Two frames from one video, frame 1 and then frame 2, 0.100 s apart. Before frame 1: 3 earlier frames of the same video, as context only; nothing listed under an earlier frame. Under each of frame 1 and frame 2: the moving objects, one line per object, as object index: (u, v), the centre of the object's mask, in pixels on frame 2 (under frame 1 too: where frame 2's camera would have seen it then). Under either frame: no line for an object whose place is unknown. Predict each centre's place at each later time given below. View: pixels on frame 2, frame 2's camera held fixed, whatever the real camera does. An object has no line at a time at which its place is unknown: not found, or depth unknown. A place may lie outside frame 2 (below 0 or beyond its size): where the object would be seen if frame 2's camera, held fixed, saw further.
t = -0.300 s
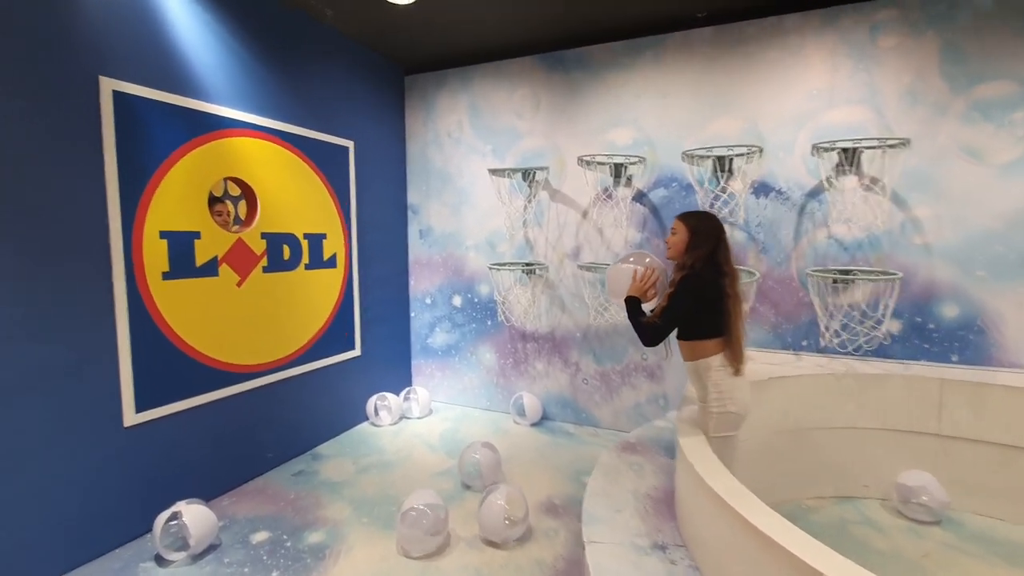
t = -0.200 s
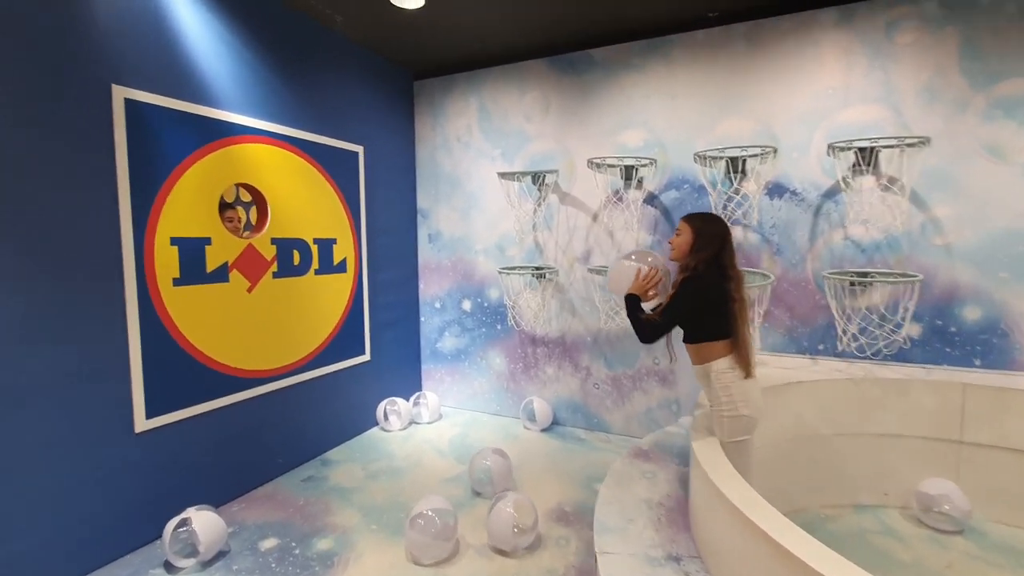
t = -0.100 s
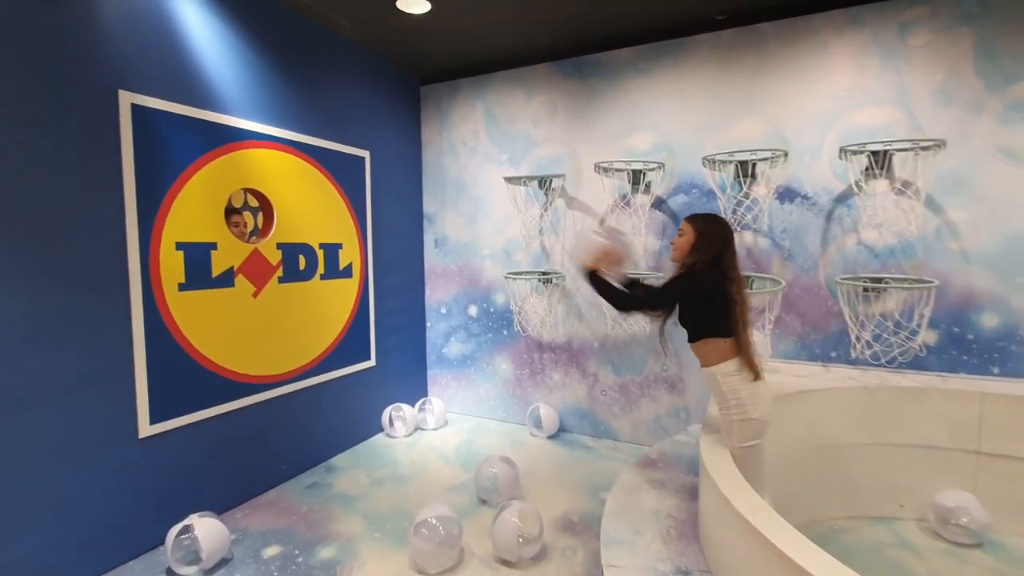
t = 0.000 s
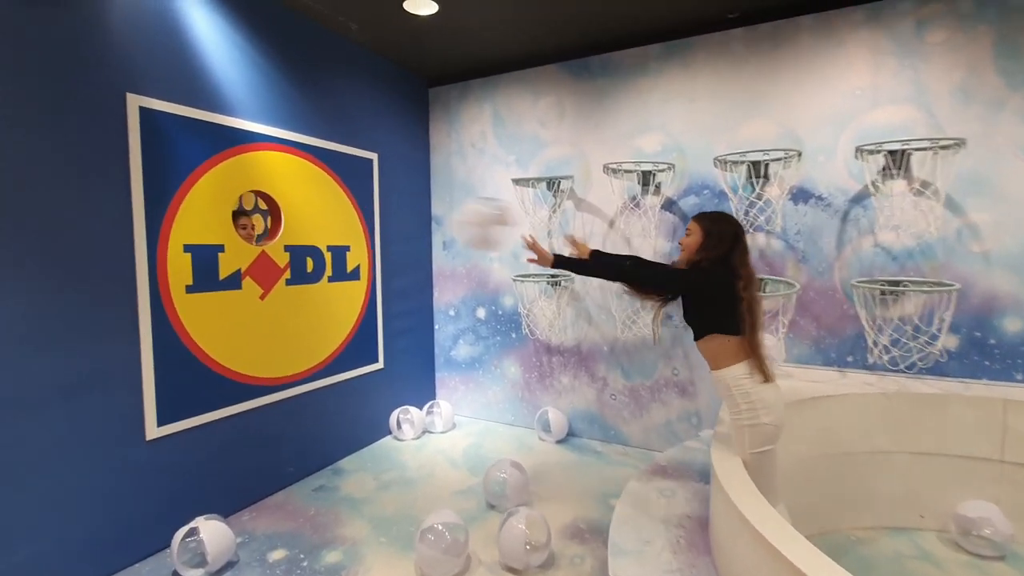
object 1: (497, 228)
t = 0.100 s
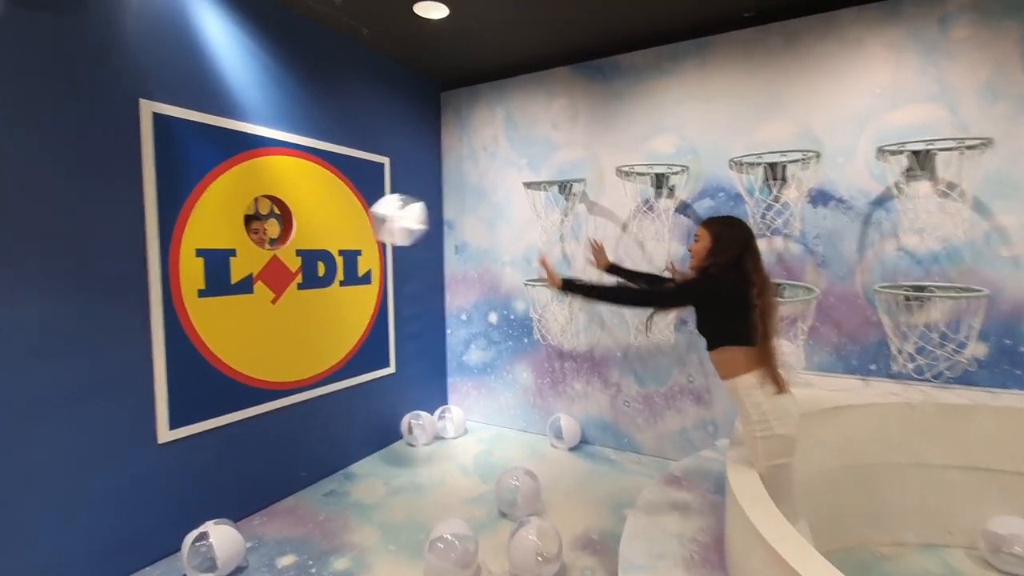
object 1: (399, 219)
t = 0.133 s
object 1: (374, 220)
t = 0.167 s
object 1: (350, 221)
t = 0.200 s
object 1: (331, 224)
